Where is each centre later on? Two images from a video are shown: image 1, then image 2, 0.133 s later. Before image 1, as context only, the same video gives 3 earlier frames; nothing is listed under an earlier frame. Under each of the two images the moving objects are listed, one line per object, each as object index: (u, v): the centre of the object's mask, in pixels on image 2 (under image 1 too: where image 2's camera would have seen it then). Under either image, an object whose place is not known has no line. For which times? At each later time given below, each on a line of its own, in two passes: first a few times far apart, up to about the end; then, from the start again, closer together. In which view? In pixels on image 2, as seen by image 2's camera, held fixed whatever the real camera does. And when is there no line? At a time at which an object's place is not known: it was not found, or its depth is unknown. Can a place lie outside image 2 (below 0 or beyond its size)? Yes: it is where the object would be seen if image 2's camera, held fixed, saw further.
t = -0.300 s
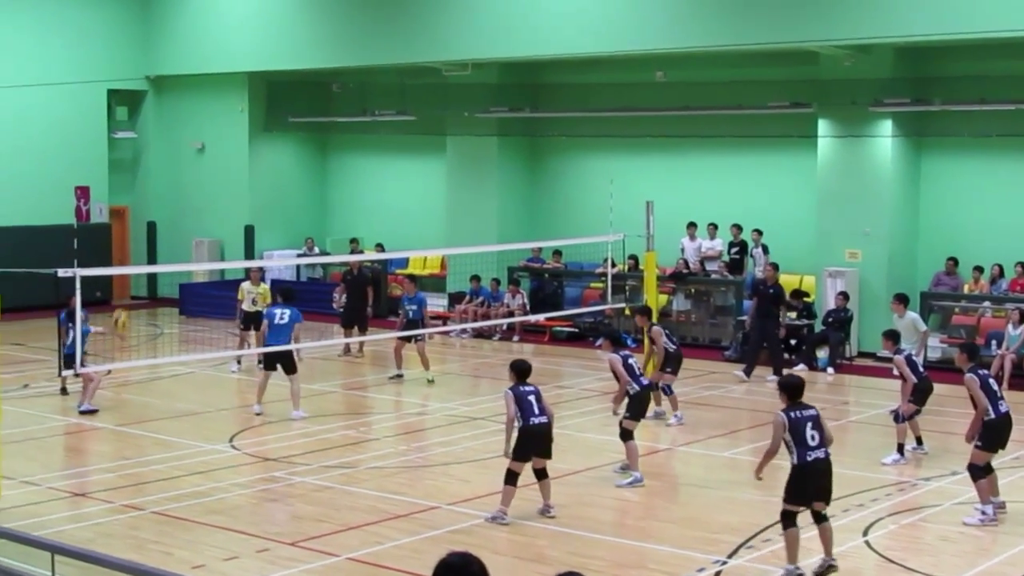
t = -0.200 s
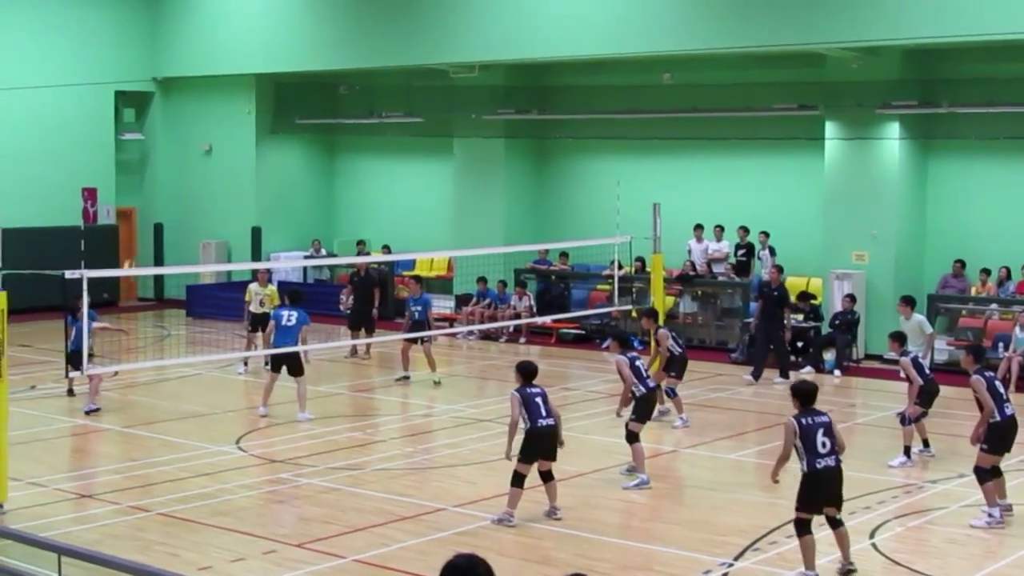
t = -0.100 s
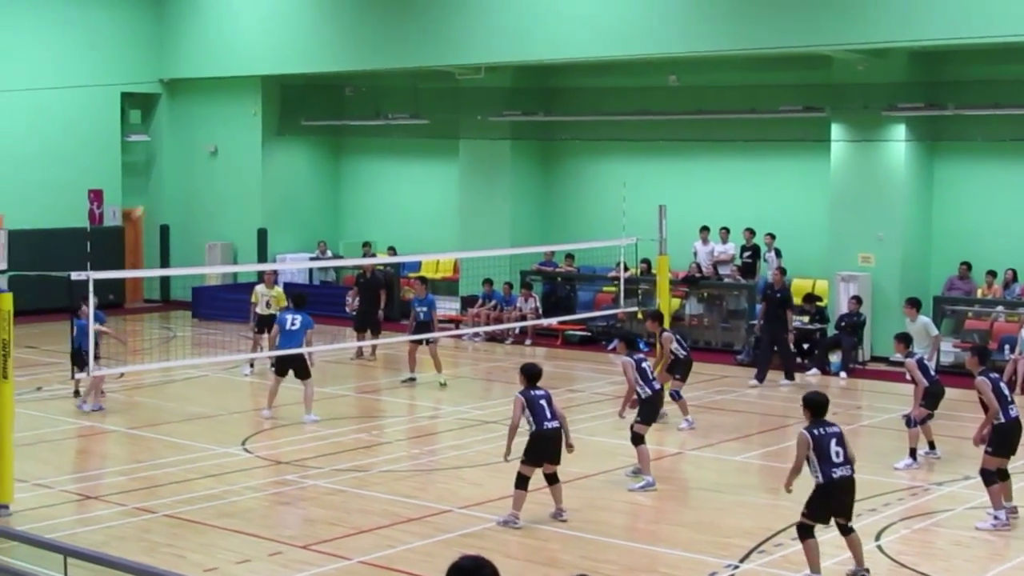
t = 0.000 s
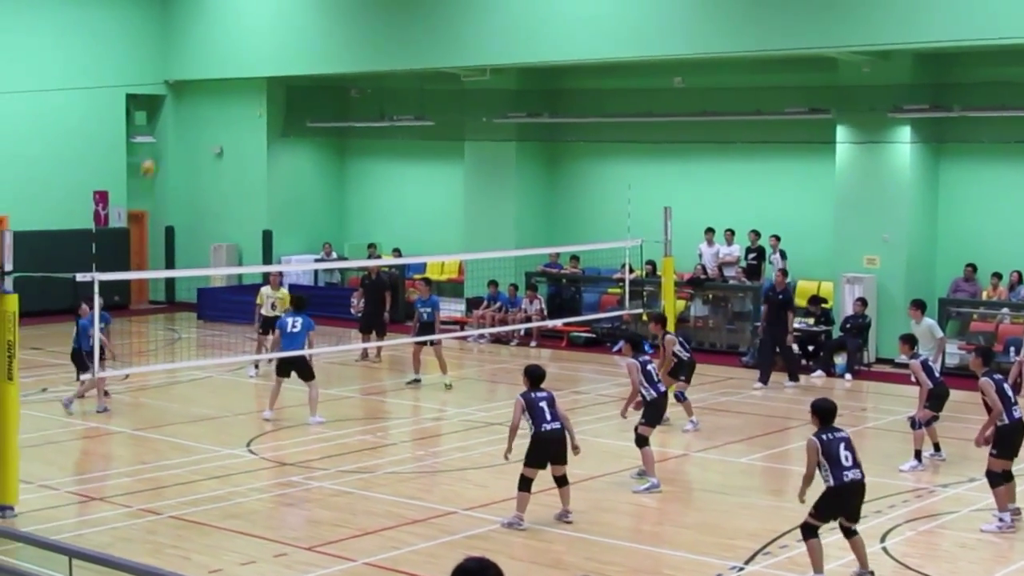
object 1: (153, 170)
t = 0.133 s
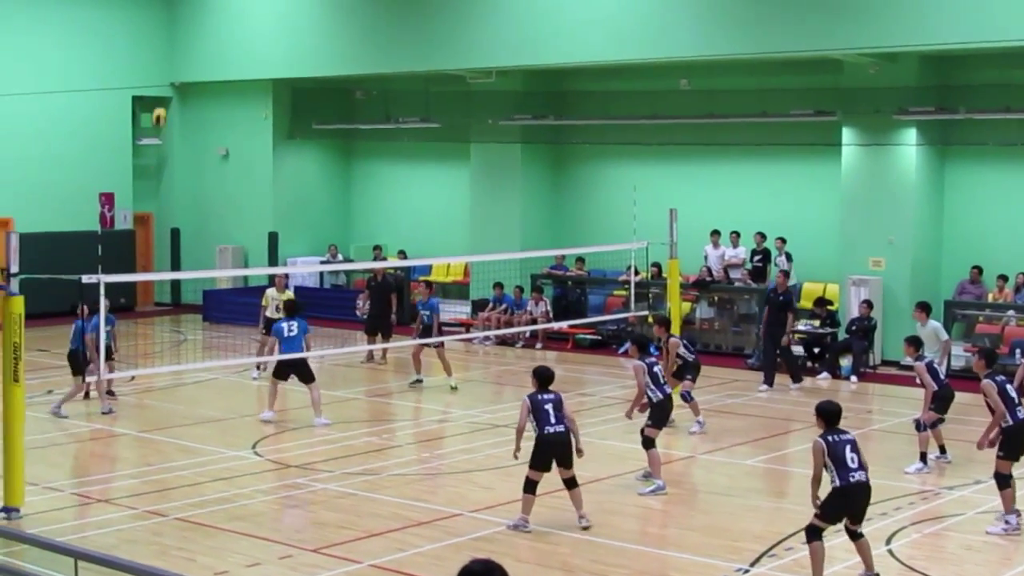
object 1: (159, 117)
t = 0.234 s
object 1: (164, 85)
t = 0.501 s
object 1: (176, 40)
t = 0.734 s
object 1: (186, 41)
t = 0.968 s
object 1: (196, 84)
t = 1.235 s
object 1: (207, 175)
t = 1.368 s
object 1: (213, 237)
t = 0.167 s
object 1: (160, 105)
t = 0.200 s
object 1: (162, 96)
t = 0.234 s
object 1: (164, 85)
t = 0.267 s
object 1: (165, 77)
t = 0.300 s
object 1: (167, 68)
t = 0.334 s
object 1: (168, 62)
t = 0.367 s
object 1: (169, 55)
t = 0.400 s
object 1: (171, 50)
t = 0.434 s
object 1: (172, 45)
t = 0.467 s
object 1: (174, 42)
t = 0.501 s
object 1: (176, 40)
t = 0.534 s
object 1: (177, 37)
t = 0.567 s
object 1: (178, 36)
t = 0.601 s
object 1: (180, 36)
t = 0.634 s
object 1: (182, 36)
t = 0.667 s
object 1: (183, 37)
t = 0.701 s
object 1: (184, 39)
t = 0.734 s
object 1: (186, 41)
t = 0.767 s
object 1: (187, 45)
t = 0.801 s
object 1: (188, 50)
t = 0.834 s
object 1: (190, 55)
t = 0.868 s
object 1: (191, 61)
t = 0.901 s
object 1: (193, 67)
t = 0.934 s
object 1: (194, 74)
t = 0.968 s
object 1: (196, 84)
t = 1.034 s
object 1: (199, 102)
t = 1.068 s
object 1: (201, 113)
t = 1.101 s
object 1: (203, 123)
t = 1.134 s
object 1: (204, 135)
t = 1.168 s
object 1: (205, 148)
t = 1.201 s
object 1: (206, 161)
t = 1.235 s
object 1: (207, 175)
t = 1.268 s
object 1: (209, 190)
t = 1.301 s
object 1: (211, 205)
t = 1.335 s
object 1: (212, 222)
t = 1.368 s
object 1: (213, 237)
